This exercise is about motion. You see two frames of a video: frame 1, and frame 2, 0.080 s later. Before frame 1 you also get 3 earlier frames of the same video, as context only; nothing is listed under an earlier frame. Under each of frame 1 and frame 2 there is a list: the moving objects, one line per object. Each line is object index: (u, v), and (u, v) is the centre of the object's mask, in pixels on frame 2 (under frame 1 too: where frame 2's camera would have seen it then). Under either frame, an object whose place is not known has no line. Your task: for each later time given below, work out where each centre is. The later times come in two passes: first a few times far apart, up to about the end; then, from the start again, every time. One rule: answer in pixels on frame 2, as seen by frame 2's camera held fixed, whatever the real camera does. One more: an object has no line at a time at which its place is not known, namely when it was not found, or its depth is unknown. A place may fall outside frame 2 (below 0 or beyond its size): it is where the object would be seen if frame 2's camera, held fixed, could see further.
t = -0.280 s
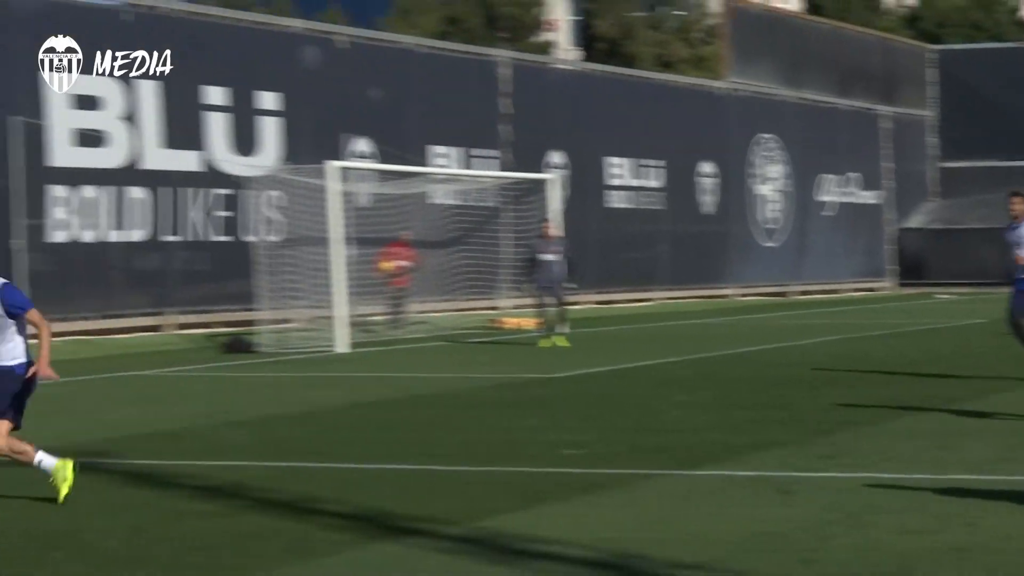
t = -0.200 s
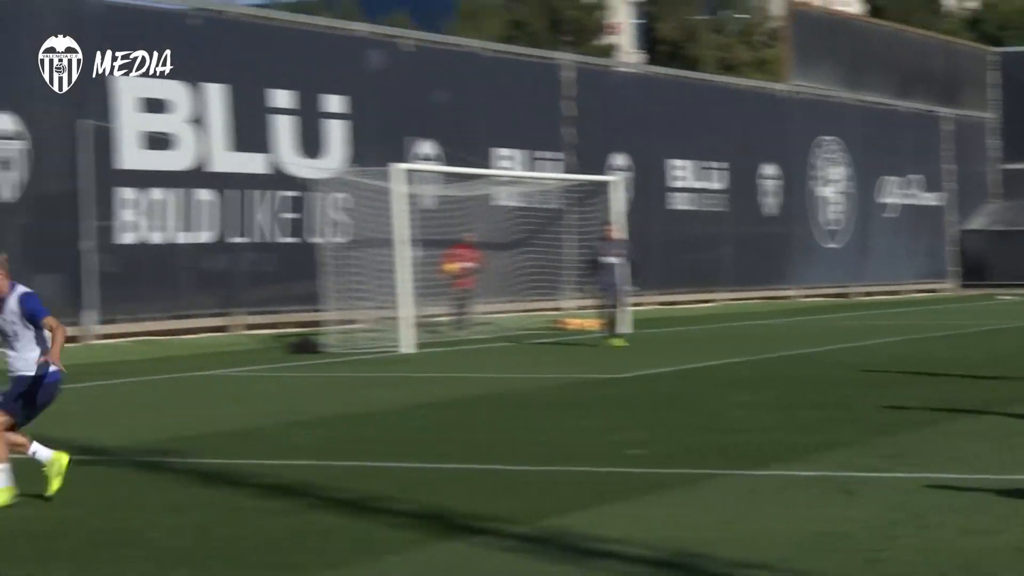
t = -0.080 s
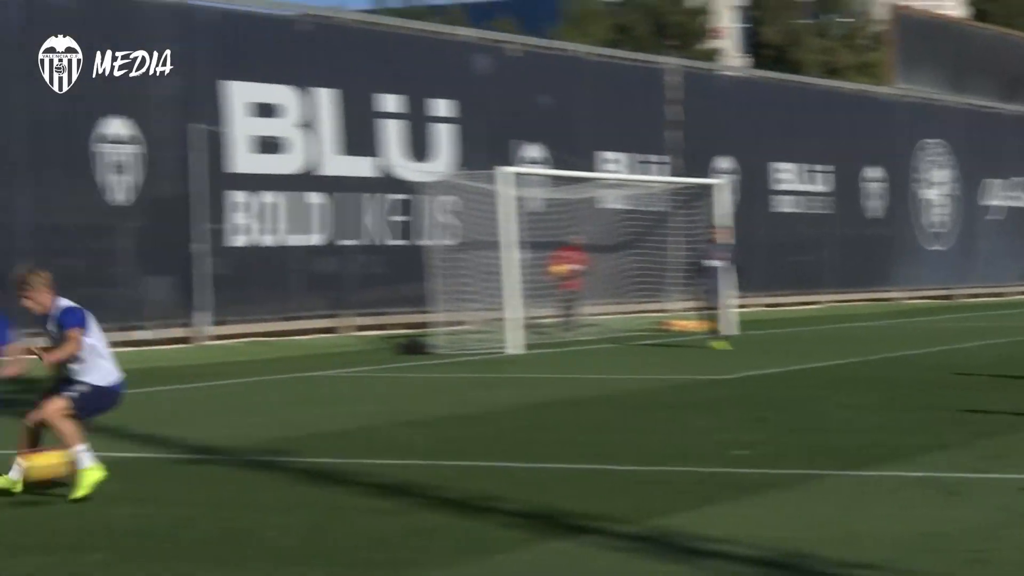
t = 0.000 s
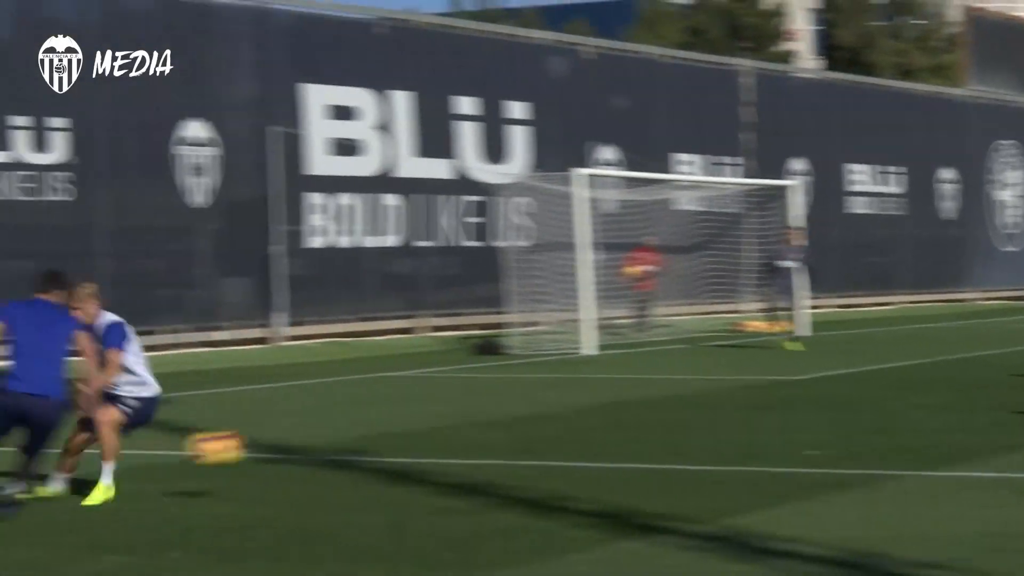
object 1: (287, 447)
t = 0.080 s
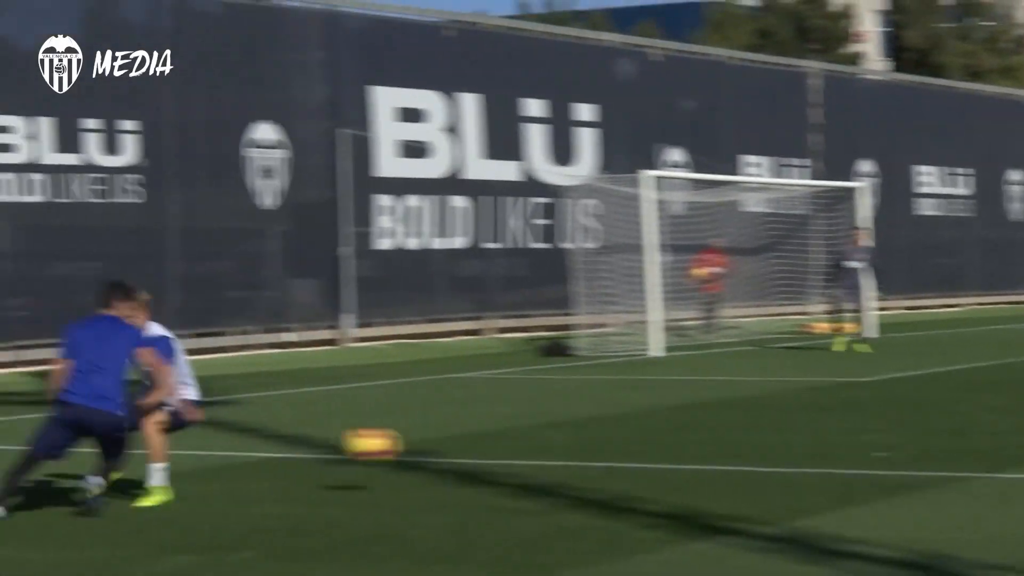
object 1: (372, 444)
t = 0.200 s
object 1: (496, 456)
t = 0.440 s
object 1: (684, 435)
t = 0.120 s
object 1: (413, 446)
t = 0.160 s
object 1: (456, 450)
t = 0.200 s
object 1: (496, 456)
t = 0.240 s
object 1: (537, 466)
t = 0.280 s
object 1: (570, 459)
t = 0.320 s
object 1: (599, 449)
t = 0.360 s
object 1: (628, 442)
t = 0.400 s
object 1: (656, 437)
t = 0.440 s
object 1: (684, 435)
